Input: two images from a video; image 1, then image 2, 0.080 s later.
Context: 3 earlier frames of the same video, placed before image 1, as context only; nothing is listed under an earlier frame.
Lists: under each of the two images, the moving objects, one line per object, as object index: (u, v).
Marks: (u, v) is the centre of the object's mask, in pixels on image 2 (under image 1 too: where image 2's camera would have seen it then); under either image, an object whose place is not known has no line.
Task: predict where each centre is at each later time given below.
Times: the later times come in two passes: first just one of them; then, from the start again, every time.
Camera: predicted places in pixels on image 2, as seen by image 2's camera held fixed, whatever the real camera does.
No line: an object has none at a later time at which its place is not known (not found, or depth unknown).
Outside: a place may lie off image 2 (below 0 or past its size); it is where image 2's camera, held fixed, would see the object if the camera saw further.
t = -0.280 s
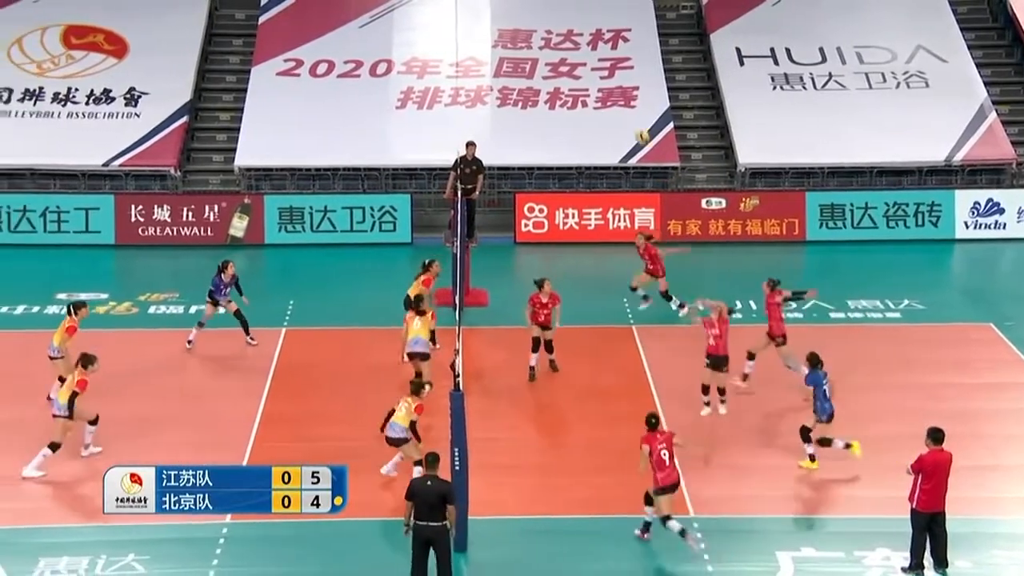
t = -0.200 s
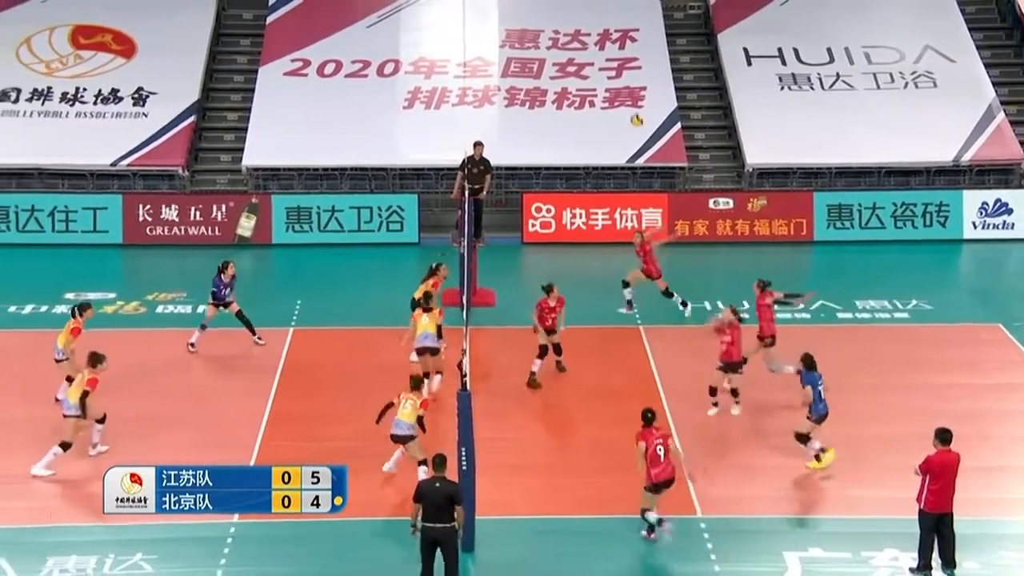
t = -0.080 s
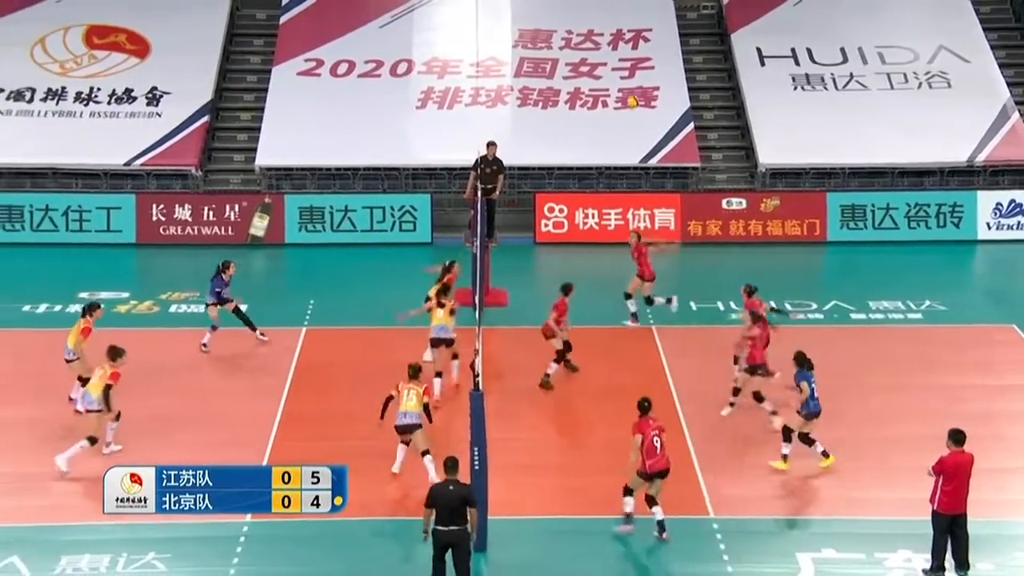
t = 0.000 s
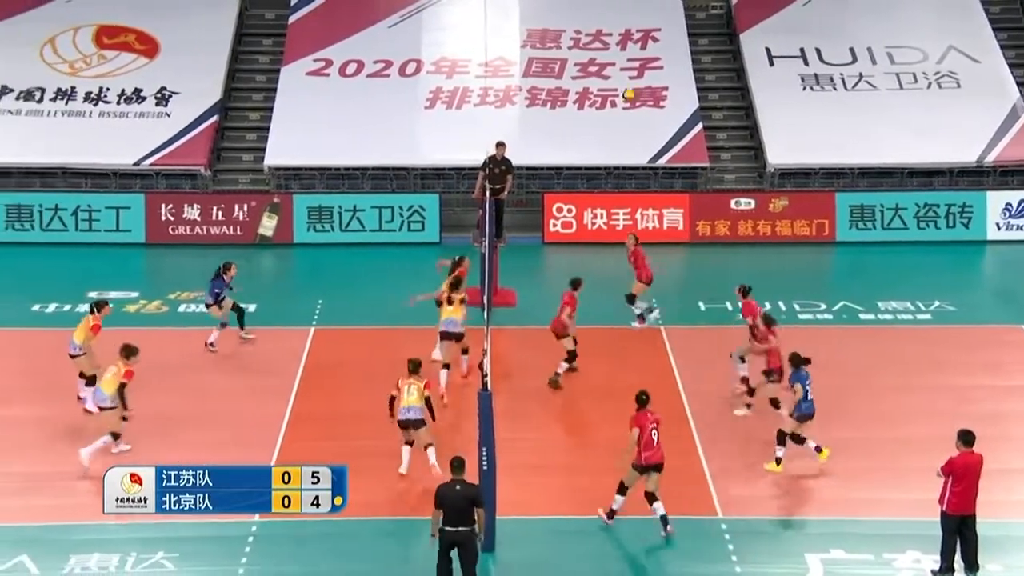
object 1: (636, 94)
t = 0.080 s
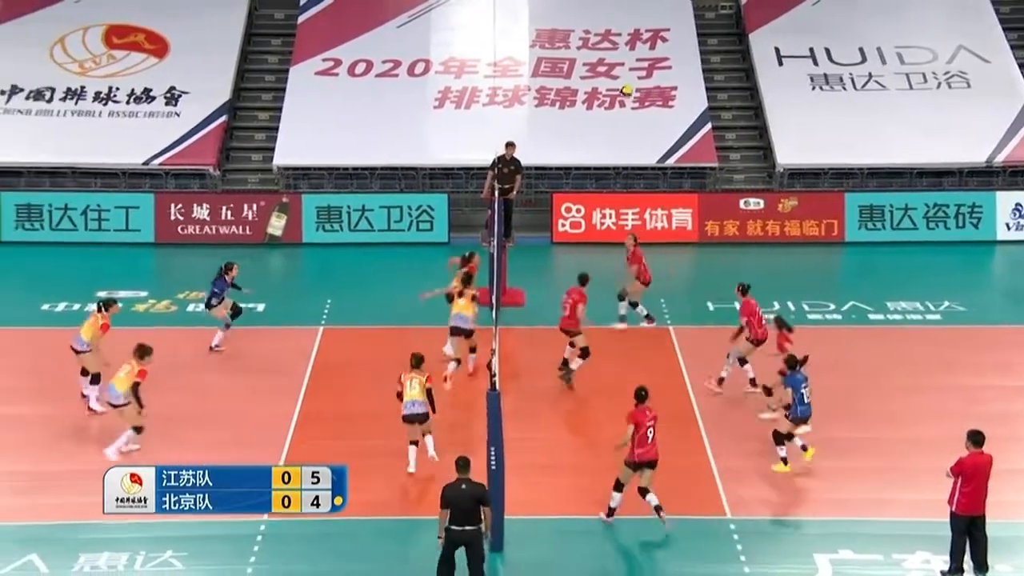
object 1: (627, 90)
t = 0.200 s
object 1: (610, 95)
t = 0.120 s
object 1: (622, 90)
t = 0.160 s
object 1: (616, 91)
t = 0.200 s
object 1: (610, 95)
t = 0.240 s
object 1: (605, 97)
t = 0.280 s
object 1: (600, 102)
